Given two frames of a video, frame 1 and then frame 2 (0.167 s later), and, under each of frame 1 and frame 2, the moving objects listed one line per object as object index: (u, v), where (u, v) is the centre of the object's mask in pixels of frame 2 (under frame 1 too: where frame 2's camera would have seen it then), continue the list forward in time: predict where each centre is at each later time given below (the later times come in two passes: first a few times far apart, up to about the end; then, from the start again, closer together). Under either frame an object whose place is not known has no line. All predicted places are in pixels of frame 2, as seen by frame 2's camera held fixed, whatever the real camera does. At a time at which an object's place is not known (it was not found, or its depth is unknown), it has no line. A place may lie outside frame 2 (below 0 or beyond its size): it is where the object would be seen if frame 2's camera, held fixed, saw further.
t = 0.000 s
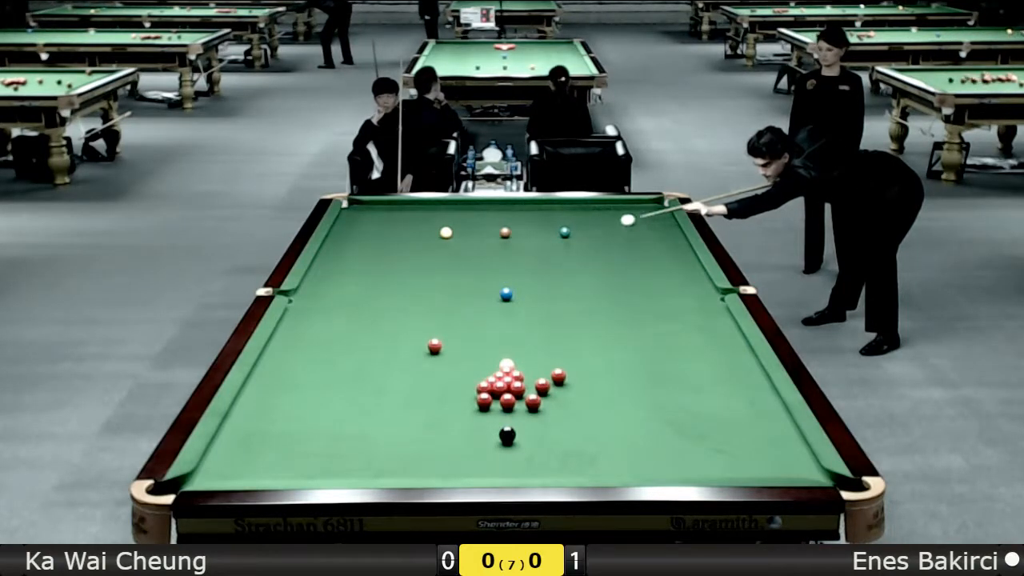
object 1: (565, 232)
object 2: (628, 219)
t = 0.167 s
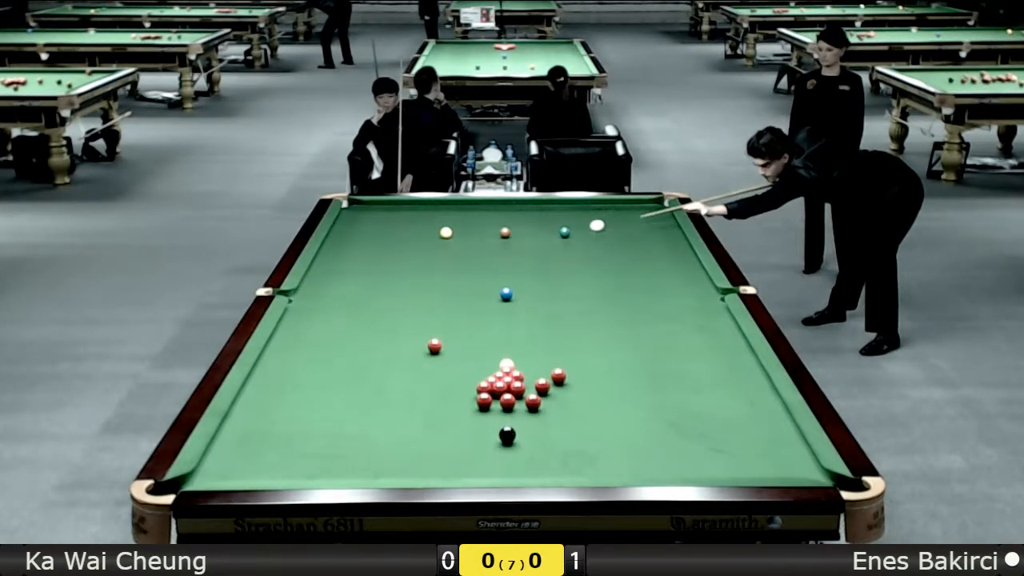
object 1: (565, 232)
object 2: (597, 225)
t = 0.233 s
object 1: (565, 232)
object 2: (584, 227)
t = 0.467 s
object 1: (542, 238)
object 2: (564, 230)
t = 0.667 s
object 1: (521, 243)
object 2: (551, 230)
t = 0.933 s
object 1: (492, 250)
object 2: (536, 231)
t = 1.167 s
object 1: (466, 256)
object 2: (523, 232)
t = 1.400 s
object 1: (440, 263)
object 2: (514, 233)
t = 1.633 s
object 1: (414, 269)
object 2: (510, 234)
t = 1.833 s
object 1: (392, 274)
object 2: (508, 235)
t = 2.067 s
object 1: (366, 281)
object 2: (505, 235)
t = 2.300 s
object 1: (340, 287)
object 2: (503, 236)
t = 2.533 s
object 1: (314, 293)
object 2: (502, 236)
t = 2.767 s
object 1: (295, 298)
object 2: (502, 236)
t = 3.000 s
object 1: (311, 296)
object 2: (502, 236)
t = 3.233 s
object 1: (326, 295)
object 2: (502, 236)
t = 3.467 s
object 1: (339, 293)
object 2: (502, 236)
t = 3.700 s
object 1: (351, 292)
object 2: (502, 236)
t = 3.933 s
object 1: (363, 291)
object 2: (502, 236)
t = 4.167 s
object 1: (373, 289)
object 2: (502, 236)
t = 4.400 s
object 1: (382, 289)
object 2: (502, 236)
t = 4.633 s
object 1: (390, 288)
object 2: (502, 236)
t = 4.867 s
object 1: (397, 287)
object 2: (502, 236)
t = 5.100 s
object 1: (403, 287)
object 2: (502, 236)
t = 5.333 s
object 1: (408, 286)
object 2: (502, 236)
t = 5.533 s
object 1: (411, 286)
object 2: (502, 236)
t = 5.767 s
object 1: (414, 286)
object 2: (502, 236)
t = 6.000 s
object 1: (416, 286)
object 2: (502, 236)
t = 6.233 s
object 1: (417, 286)
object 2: (502, 236)
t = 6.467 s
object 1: (417, 286)
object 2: (502, 236)
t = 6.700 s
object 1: (417, 286)
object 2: (502, 236)
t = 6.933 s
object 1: (417, 286)
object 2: (502, 236)
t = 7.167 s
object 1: (417, 286)
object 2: (502, 236)
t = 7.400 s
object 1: (417, 286)
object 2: (502, 236)
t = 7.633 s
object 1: (417, 286)
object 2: (502, 236)
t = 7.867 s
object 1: (417, 286)
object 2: (502, 236)
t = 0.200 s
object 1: (565, 232)
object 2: (590, 226)
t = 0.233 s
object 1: (565, 232)
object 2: (584, 227)
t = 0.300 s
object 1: (564, 232)
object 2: (573, 229)
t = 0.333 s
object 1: (559, 233)
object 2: (571, 229)
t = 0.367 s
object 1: (555, 234)
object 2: (569, 229)
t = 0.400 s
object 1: (550, 236)
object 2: (568, 229)
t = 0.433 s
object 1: (546, 237)
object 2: (566, 229)
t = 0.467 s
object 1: (542, 238)
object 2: (564, 230)
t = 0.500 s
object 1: (539, 239)
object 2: (562, 230)
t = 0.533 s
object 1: (535, 239)
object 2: (559, 230)
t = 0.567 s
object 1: (532, 240)
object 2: (557, 230)
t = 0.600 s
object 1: (528, 241)
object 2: (555, 230)
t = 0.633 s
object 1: (524, 242)
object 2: (553, 230)
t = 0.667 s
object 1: (521, 243)
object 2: (551, 230)
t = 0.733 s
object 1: (513, 245)
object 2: (547, 230)
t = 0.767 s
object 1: (510, 245)
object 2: (545, 231)
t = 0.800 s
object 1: (506, 246)
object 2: (543, 231)
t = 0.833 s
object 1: (502, 247)
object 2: (541, 231)
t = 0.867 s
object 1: (499, 248)
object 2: (540, 231)
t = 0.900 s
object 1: (495, 249)
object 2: (538, 231)
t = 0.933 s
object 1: (492, 250)
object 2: (536, 231)
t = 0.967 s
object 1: (488, 251)
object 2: (534, 231)
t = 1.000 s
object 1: (484, 252)
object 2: (532, 231)
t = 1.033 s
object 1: (481, 253)
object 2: (530, 231)
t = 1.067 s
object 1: (477, 254)
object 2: (528, 232)
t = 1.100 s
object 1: (473, 255)
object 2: (527, 232)
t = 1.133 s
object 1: (469, 255)
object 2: (525, 232)
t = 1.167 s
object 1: (466, 256)
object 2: (523, 232)
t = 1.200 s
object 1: (462, 257)
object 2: (521, 232)
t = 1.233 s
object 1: (459, 258)
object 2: (520, 232)
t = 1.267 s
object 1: (455, 259)
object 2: (518, 232)
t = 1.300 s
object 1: (452, 259)
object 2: (517, 232)
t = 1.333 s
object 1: (448, 261)
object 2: (515, 233)
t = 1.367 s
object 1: (444, 262)
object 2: (514, 233)
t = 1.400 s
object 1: (440, 263)
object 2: (514, 233)
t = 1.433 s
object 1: (437, 264)
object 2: (513, 233)
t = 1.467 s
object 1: (433, 264)
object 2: (513, 233)
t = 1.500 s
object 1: (429, 265)
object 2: (512, 233)
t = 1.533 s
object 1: (425, 266)
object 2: (512, 233)
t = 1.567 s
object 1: (422, 267)
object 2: (511, 234)
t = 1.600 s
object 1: (418, 268)
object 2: (511, 234)
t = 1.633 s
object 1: (414, 269)
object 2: (510, 234)
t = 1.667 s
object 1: (411, 270)
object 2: (510, 234)
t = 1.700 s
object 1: (407, 271)
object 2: (509, 234)
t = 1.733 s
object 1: (403, 272)
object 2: (509, 234)
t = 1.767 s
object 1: (399, 272)
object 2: (508, 234)
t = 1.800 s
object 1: (396, 273)
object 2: (508, 234)
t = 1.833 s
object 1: (392, 274)
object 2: (508, 235)
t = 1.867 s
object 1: (388, 275)
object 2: (507, 235)
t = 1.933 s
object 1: (381, 277)
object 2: (506, 235)
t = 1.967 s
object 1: (377, 278)
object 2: (506, 235)
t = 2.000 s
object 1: (373, 279)
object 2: (506, 235)
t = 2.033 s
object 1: (370, 280)
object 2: (506, 235)
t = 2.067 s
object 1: (366, 281)
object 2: (505, 235)
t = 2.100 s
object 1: (362, 282)
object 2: (505, 235)
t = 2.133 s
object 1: (359, 283)
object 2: (504, 235)
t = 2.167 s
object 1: (355, 283)
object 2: (504, 236)
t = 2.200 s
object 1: (351, 284)
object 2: (504, 236)
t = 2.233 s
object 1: (347, 285)
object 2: (504, 236)
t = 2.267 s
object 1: (344, 286)
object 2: (504, 236)
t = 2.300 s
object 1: (340, 287)
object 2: (503, 236)
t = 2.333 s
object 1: (336, 288)
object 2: (503, 236)
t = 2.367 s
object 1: (332, 289)
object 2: (503, 236)
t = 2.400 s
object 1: (329, 290)
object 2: (503, 236)
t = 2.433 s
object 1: (325, 291)
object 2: (502, 236)
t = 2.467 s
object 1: (321, 292)
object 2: (502, 236)
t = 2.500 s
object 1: (317, 293)
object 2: (502, 236)
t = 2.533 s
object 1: (314, 293)
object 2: (502, 236)
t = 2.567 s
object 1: (310, 295)
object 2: (502, 236)
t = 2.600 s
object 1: (307, 295)
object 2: (502, 236)
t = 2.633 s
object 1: (303, 296)
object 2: (502, 236)
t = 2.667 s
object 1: (299, 297)
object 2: (502, 236)
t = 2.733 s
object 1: (293, 298)
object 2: (502, 236)
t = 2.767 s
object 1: (295, 298)
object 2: (502, 236)
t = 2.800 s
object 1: (297, 298)
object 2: (502, 236)
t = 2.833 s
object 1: (300, 297)
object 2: (502, 236)
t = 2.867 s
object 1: (302, 297)
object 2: (502, 236)
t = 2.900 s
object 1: (305, 297)
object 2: (502, 236)
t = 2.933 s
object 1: (307, 297)
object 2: (502, 236)
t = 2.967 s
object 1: (309, 296)
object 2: (502, 236)
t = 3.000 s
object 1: (311, 296)
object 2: (502, 236)
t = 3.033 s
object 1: (313, 296)
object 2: (502, 236)
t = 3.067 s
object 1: (315, 296)
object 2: (502, 236)
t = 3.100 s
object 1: (318, 296)
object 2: (502, 236)
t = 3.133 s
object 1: (320, 295)
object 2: (502, 236)
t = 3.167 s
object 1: (322, 295)
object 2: (502, 236)
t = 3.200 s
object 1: (324, 295)
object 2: (502, 236)
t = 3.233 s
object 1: (326, 295)
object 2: (502, 236)
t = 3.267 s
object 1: (328, 295)
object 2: (502, 236)
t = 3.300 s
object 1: (330, 294)
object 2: (502, 236)
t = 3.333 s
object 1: (332, 294)
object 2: (502, 236)
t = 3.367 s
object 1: (334, 294)
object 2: (502, 236)
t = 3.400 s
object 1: (335, 294)
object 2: (502, 236)
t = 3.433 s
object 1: (337, 293)
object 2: (502, 236)
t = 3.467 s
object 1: (339, 293)
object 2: (502, 236)
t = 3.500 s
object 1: (341, 293)
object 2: (502, 236)
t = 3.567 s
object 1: (345, 292)
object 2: (502, 236)
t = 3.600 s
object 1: (346, 292)
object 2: (502, 236)
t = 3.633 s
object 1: (348, 292)
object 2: (502, 236)
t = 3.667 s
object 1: (350, 292)
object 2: (502, 236)
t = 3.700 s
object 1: (351, 292)
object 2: (502, 236)
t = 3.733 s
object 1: (353, 292)
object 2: (502, 236)
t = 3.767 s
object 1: (355, 292)
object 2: (502, 236)
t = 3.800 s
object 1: (356, 291)
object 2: (502, 236)
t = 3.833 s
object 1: (358, 291)
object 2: (502, 236)
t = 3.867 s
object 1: (360, 291)
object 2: (502, 236)
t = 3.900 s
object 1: (361, 291)
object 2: (502, 236)
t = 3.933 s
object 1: (363, 291)
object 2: (502, 236)
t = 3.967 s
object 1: (364, 290)
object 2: (502, 236)
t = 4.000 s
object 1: (366, 290)
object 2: (502, 236)
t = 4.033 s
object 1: (367, 290)
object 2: (502, 236)
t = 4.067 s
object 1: (369, 290)
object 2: (502, 236)
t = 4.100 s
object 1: (370, 290)
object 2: (502, 236)
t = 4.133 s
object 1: (371, 290)
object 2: (502, 236)
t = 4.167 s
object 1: (373, 289)
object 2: (502, 236)
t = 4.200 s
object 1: (374, 289)
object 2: (502, 236)
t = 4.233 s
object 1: (376, 289)
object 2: (502, 236)
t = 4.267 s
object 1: (377, 289)
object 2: (502, 236)
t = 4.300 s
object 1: (378, 289)
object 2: (502, 236)
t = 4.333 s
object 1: (379, 289)
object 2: (502, 236)
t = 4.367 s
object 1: (381, 289)
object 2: (502, 236)
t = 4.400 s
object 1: (382, 289)
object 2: (502, 236)
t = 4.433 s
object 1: (383, 289)
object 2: (502, 236)
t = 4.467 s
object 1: (384, 288)
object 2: (502, 236)
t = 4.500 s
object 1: (386, 288)
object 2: (502, 236)
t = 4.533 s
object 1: (387, 288)
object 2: (502, 236)
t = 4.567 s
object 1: (388, 288)
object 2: (502, 236)
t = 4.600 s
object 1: (389, 288)
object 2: (502, 236)
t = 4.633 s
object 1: (390, 288)
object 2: (502, 236)
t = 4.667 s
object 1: (391, 288)
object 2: (502, 236)
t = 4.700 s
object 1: (392, 288)
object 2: (502, 236)
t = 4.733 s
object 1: (393, 287)
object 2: (502, 236)
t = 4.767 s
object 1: (394, 287)
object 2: (502, 236)
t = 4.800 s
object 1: (395, 287)
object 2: (502, 236)
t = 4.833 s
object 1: (396, 287)
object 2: (502, 236)
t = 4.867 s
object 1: (397, 287)
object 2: (502, 236)
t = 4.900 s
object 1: (398, 287)
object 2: (502, 236)
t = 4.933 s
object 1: (399, 287)
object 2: (502, 236)
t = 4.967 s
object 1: (399, 287)
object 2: (502, 236)
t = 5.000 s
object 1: (400, 287)
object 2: (502, 236)
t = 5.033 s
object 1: (401, 287)
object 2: (502, 236)
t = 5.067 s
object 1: (402, 287)
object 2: (502, 236)
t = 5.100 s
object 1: (403, 287)
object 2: (502, 236)
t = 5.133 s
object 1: (404, 287)
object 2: (502, 236)
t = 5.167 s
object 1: (404, 287)
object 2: (502, 236)
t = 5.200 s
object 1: (405, 287)
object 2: (502, 236)
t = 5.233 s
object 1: (406, 287)
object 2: (502, 236)
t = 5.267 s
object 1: (407, 286)
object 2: (502, 236)
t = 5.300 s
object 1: (407, 286)
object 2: (502, 236)
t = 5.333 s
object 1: (408, 286)
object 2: (502, 236)
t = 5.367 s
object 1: (408, 286)
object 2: (502, 236)
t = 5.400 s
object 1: (409, 286)
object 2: (502, 236)
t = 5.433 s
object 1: (409, 286)
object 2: (502, 236)
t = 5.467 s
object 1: (410, 286)
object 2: (502, 236)
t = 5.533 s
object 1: (411, 286)
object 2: (502, 236)
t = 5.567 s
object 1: (412, 286)
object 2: (502, 236)
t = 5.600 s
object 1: (412, 286)
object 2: (502, 236)
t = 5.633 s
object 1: (412, 286)
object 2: (502, 236)
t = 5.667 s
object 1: (413, 286)
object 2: (502, 236)
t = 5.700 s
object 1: (413, 286)
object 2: (502, 236)
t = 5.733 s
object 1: (414, 286)
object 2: (502, 236)
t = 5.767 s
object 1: (414, 286)
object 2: (502, 236)
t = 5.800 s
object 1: (414, 286)
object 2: (502, 236)
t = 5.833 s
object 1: (415, 286)
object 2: (502, 236)
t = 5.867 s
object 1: (415, 286)
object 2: (502, 236)
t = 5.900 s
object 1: (415, 286)
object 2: (502, 236)
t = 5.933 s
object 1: (416, 286)
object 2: (502, 236)
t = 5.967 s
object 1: (416, 286)
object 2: (502, 236)
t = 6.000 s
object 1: (416, 286)
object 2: (502, 236)
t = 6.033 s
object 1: (416, 286)
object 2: (502, 236)
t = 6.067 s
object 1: (416, 286)
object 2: (502, 236)
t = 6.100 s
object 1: (416, 286)
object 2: (502, 236)
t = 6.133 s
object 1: (417, 286)
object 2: (502, 236)
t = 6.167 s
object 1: (417, 286)
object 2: (502, 236)
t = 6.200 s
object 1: (417, 286)
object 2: (502, 236)
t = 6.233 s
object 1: (417, 286)
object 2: (502, 236)
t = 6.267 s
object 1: (417, 286)
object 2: (502, 236)
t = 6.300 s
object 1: (417, 286)
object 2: (502, 236)
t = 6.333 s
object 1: (417, 286)
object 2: (502, 236)
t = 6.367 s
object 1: (417, 286)
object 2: (502, 236)
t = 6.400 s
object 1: (417, 286)
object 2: (502, 236)
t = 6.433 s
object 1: (417, 286)
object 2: (502, 236)
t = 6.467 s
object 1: (417, 286)
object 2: (502, 236)
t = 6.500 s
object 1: (417, 286)
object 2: (502, 236)
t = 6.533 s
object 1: (417, 286)
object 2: (502, 236)
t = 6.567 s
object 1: (417, 286)
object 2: (502, 236)
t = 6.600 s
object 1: (417, 286)
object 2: (502, 236)
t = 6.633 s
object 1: (417, 286)
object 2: (502, 236)
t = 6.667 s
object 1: (417, 286)
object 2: (502, 236)
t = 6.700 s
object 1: (417, 286)
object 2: (502, 236)
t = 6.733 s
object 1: (417, 286)
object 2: (502, 236)
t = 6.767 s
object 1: (417, 286)
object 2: (502, 236)
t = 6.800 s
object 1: (417, 286)
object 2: (502, 236)
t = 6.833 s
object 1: (417, 286)
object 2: (502, 236)
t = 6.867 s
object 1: (417, 286)
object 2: (502, 236)
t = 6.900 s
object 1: (417, 286)
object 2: (502, 236)
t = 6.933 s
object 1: (417, 286)
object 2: (502, 236)
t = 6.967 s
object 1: (417, 286)
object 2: (502, 236)
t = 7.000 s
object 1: (417, 286)
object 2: (502, 236)
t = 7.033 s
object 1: (417, 286)
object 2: (502, 236)
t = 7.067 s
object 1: (417, 286)
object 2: (502, 236)
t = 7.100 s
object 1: (417, 286)
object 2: (502, 236)
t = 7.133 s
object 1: (417, 286)
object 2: (502, 236)
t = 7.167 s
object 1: (417, 286)
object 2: (502, 236)
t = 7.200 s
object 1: (417, 286)
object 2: (502, 236)
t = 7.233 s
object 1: (417, 286)
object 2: (502, 236)
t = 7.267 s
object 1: (417, 286)
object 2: (502, 236)
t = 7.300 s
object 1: (417, 286)
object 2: (502, 236)
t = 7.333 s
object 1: (417, 286)
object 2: (502, 236)
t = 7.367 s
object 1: (417, 286)
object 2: (502, 236)
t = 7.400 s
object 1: (417, 286)
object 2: (502, 236)
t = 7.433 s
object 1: (417, 286)
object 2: (502, 236)
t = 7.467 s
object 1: (417, 286)
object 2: (502, 236)
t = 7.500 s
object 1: (417, 286)
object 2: (502, 236)
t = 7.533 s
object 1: (417, 286)
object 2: (502, 236)
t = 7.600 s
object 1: (417, 286)
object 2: (502, 236)
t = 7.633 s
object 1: (417, 286)
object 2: (502, 236)
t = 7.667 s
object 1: (417, 286)
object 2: (502, 236)
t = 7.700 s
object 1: (417, 286)
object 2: (502, 236)
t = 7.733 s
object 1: (417, 286)
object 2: (502, 236)
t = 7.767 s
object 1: (417, 286)
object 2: (502, 236)
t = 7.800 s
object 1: (417, 286)
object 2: (502, 236)
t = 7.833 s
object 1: (417, 286)
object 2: (502, 236)
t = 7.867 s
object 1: (417, 286)
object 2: (502, 236)
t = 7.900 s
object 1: (417, 286)
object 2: (502, 236)
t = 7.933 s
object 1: (417, 286)
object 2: (502, 236)
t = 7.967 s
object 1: (417, 286)
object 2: (502, 236)
